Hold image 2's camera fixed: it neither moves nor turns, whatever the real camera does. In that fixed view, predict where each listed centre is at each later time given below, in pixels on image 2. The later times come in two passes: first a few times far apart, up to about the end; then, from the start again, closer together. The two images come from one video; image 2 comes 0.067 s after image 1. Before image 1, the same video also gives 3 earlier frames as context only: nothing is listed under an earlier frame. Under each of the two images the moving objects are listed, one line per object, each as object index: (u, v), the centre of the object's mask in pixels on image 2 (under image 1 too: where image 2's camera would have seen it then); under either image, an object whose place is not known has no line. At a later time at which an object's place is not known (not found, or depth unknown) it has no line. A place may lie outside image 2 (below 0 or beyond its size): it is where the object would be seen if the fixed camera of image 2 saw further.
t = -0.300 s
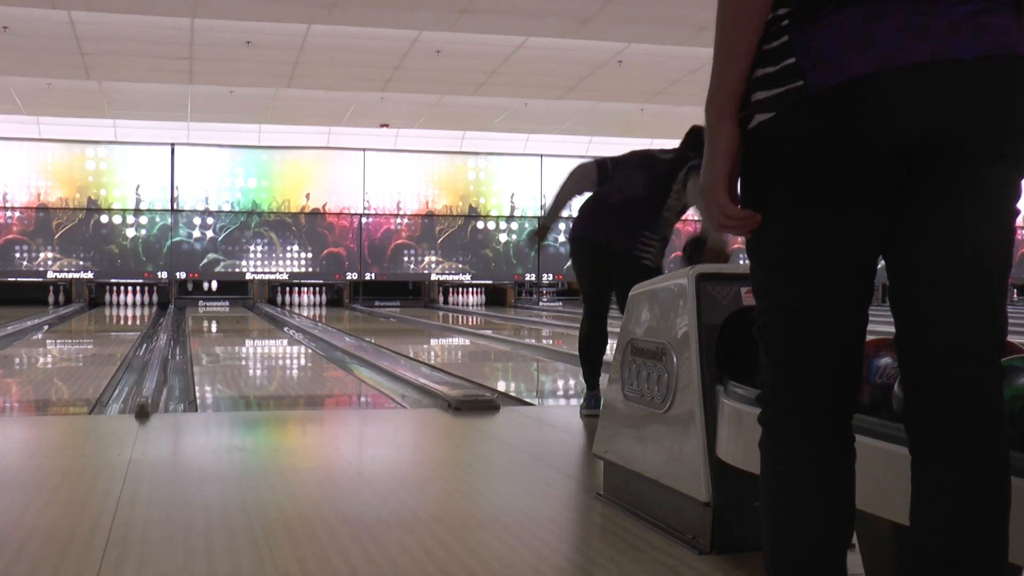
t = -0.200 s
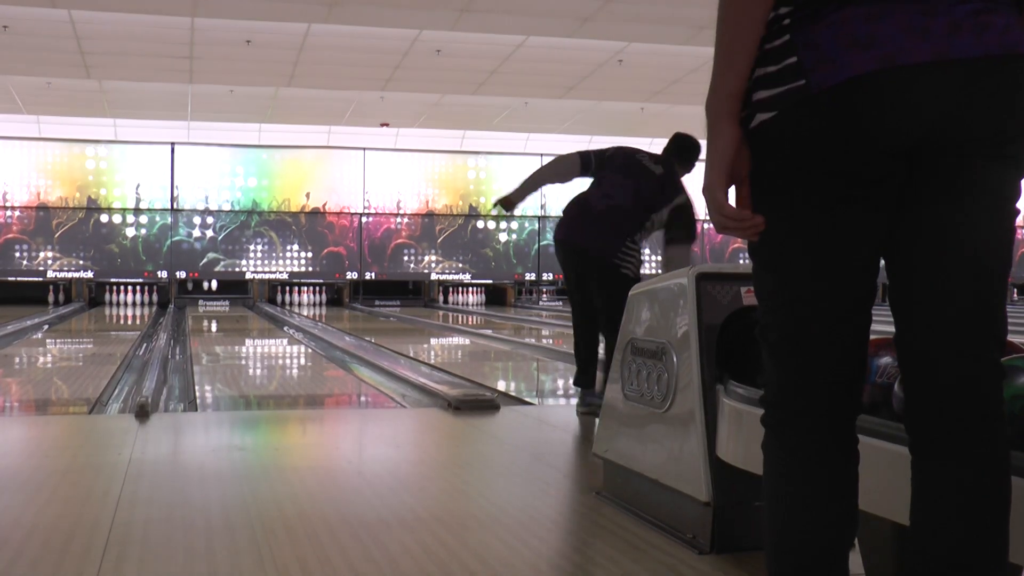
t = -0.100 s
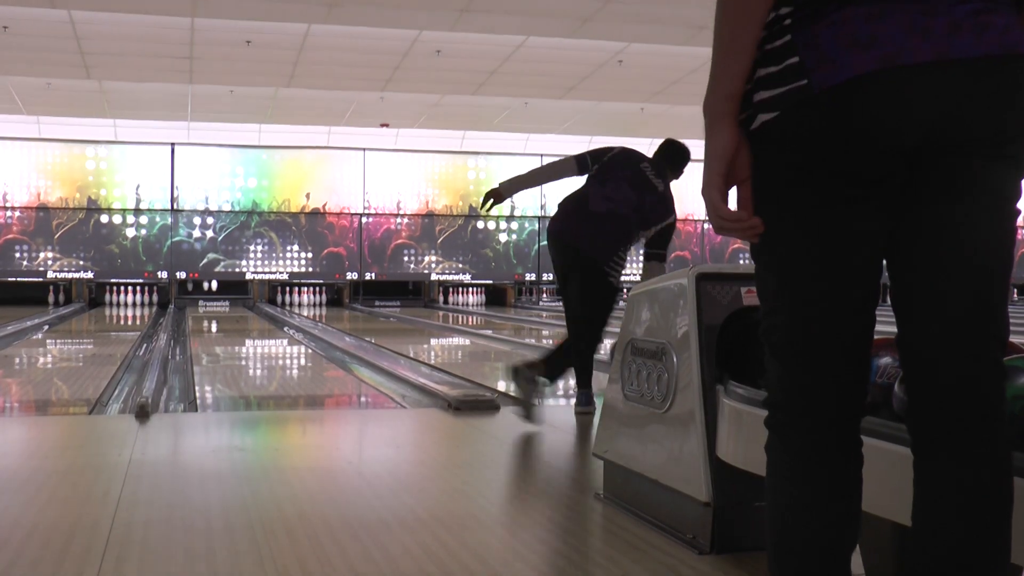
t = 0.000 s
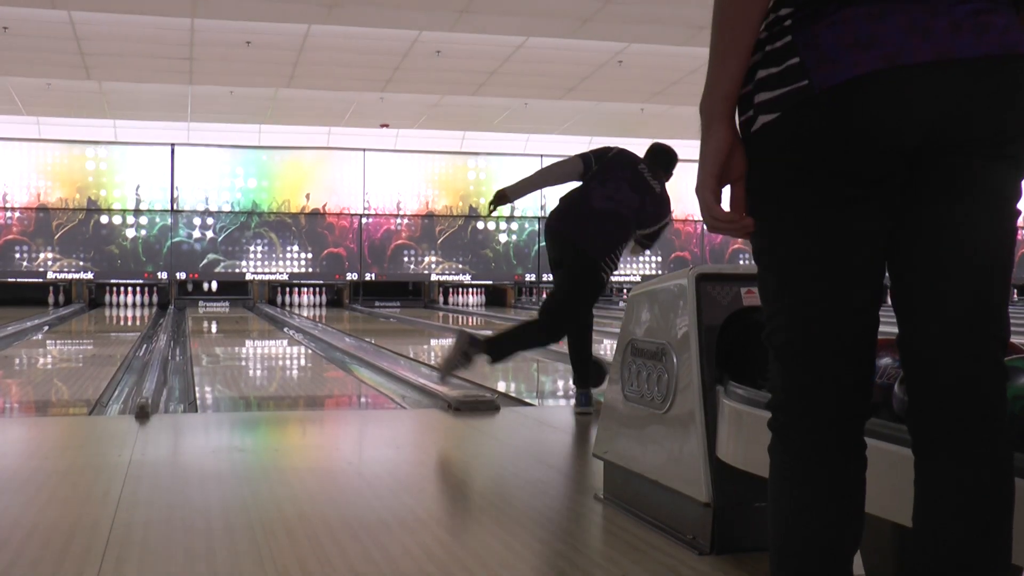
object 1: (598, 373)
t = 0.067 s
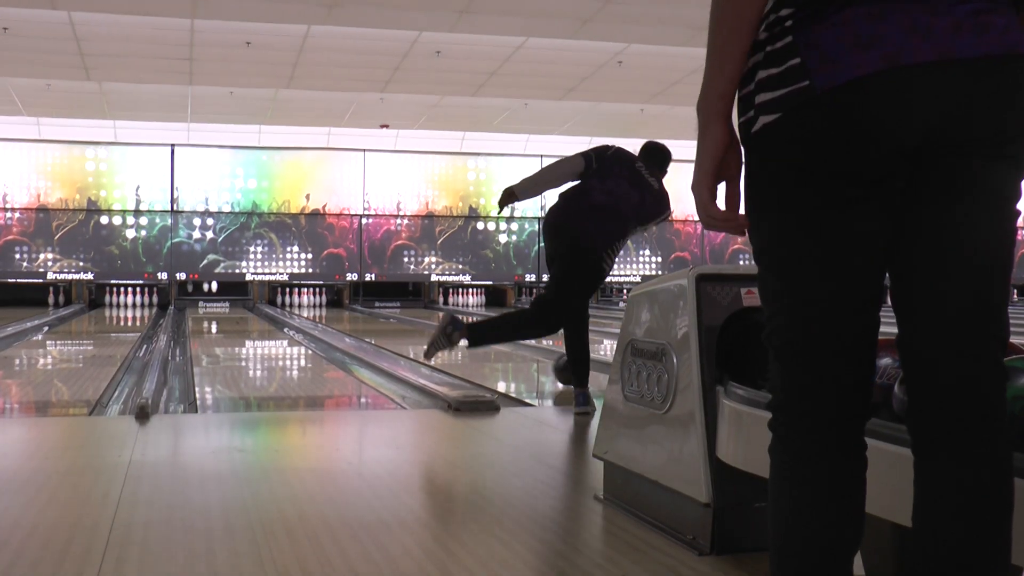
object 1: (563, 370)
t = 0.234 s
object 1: (526, 357)
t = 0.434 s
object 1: (486, 345)
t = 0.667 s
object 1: (452, 335)
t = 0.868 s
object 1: (429, 329)
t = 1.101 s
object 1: (407, 323)
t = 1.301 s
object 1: (392, 318)
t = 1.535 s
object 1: (376, 314)
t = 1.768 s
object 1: (363, 310)
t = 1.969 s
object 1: (353, 308)
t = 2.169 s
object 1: (340, 307)
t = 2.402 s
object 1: (325, 305)
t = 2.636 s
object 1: (309, 305)
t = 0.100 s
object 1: (556, 367)
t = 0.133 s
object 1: (550, 364)
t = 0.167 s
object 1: (541, 362)
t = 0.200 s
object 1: (533, 359)
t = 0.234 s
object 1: (526, 357)
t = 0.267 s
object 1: (518, 355)
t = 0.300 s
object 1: (511, 353)
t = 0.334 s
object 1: (505, 351)
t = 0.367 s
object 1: (498, 349)
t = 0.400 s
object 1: (492, 347)
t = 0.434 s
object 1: (486, 345)
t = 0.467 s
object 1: (481, 344)
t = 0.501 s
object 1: (475, 342)
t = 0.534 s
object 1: (470, 341)
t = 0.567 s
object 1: (465, 339)
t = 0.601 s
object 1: (461, 338)
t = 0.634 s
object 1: (456, 337)
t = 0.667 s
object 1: (452, 335)
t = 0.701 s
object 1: (448, 334)
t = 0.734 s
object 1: (444, 333)
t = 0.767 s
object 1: (440, 332)
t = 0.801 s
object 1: (436, 331)
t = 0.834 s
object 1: (432, 330)
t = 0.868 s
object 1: (429, 329)
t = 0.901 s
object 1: (425, 328)
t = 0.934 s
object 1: (422, 327)
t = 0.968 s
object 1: (419, 326)
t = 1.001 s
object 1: (416, 325)
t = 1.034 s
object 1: (413, 324)
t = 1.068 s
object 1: (410, 324)
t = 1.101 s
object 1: (407, 323)
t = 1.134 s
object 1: (404, 322)
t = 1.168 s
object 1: (401, 321)
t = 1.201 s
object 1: (399, 321)
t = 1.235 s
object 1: (396, 320)
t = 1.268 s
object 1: (394, 319)
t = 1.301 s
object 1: (392, 318)
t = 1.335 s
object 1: (389, 317)
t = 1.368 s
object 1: (387, 317)
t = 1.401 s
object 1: (385, 316)
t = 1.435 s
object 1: (382, 315)
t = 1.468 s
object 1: (380, 315)
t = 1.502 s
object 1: (378, 314)
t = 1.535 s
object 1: (376, 314)
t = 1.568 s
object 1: (374, 313)
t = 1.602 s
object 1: (372, 313)
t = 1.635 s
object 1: (371, 312)
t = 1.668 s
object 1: (369, 312)
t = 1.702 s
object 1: (367, 311)
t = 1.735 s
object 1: (365, 311)
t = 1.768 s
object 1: (363, 310)
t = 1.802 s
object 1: (361, 310)
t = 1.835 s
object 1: (359, 309)
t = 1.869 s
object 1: (357, 308)
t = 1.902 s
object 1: (355, 308)
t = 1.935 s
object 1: (354, 307)
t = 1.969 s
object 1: (353, 308)
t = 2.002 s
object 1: (351, 308)
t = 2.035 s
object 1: (349, 308)
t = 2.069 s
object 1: (347, 308)
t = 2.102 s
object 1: (345, 307)
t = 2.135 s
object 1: (342, 308)
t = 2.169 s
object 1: (340, 307)
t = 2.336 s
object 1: (329, 306)
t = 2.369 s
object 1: (328, 305)
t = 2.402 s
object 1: (325, 305)
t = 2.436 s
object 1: (321, 306)
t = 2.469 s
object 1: (320, 306)
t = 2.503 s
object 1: (318, 305)
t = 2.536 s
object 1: (315, 306)
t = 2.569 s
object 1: (313, 305)
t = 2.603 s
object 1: (311, 305)
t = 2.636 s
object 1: (309, 305)
